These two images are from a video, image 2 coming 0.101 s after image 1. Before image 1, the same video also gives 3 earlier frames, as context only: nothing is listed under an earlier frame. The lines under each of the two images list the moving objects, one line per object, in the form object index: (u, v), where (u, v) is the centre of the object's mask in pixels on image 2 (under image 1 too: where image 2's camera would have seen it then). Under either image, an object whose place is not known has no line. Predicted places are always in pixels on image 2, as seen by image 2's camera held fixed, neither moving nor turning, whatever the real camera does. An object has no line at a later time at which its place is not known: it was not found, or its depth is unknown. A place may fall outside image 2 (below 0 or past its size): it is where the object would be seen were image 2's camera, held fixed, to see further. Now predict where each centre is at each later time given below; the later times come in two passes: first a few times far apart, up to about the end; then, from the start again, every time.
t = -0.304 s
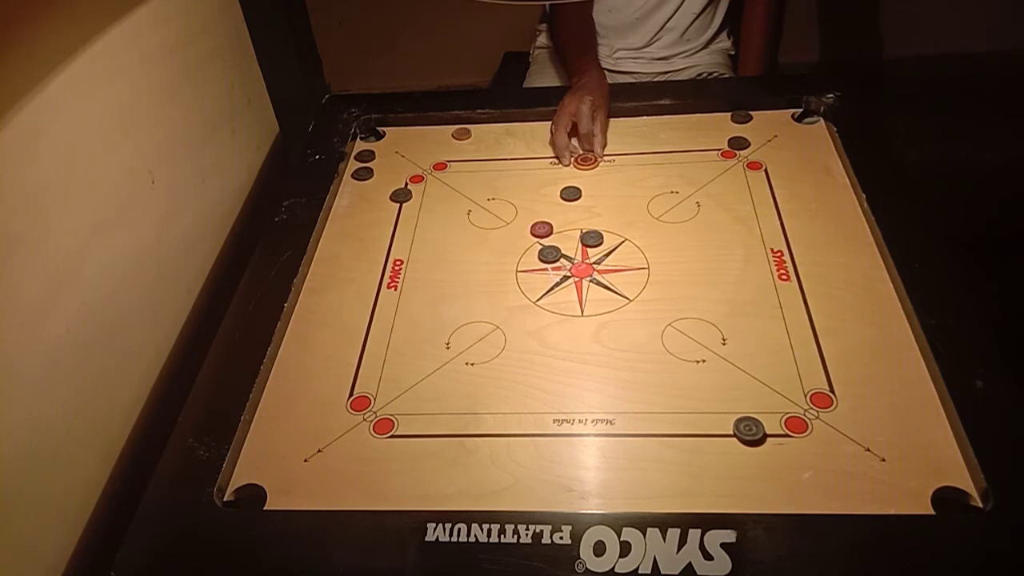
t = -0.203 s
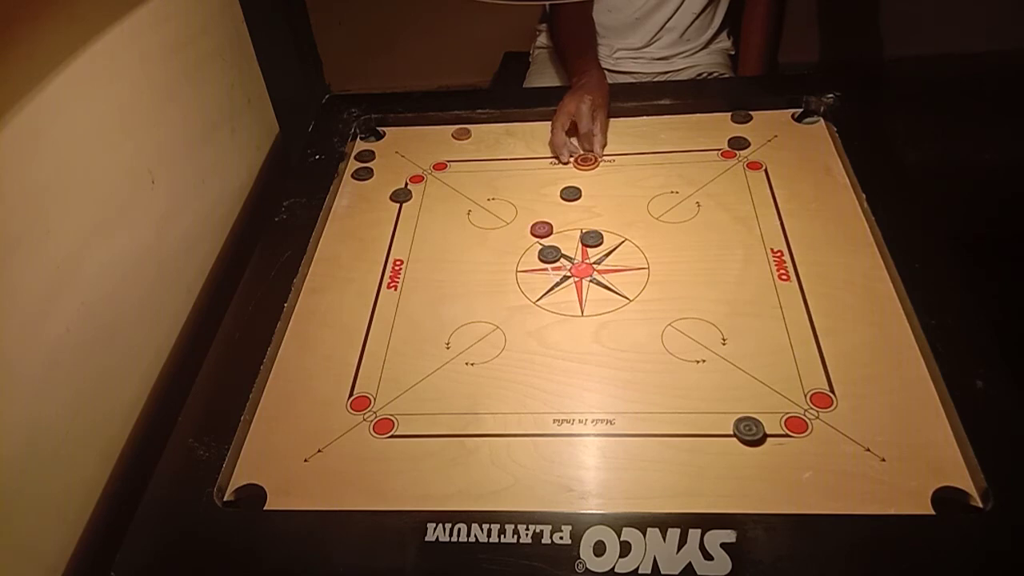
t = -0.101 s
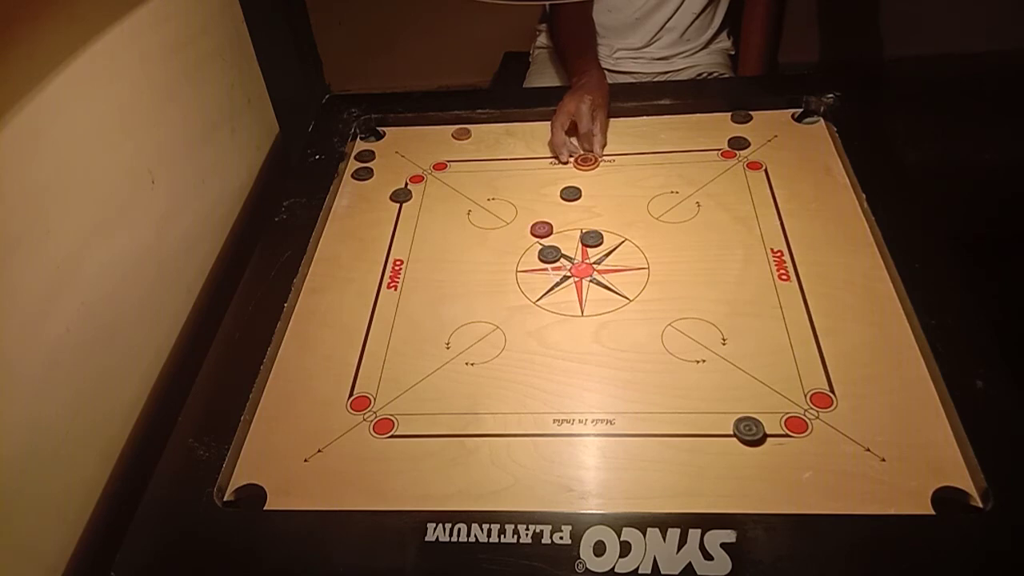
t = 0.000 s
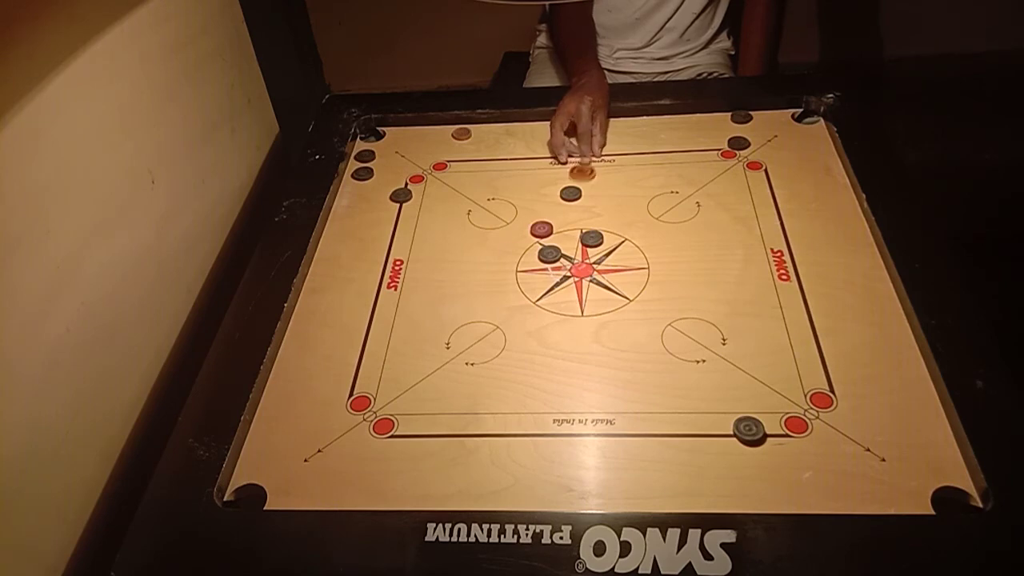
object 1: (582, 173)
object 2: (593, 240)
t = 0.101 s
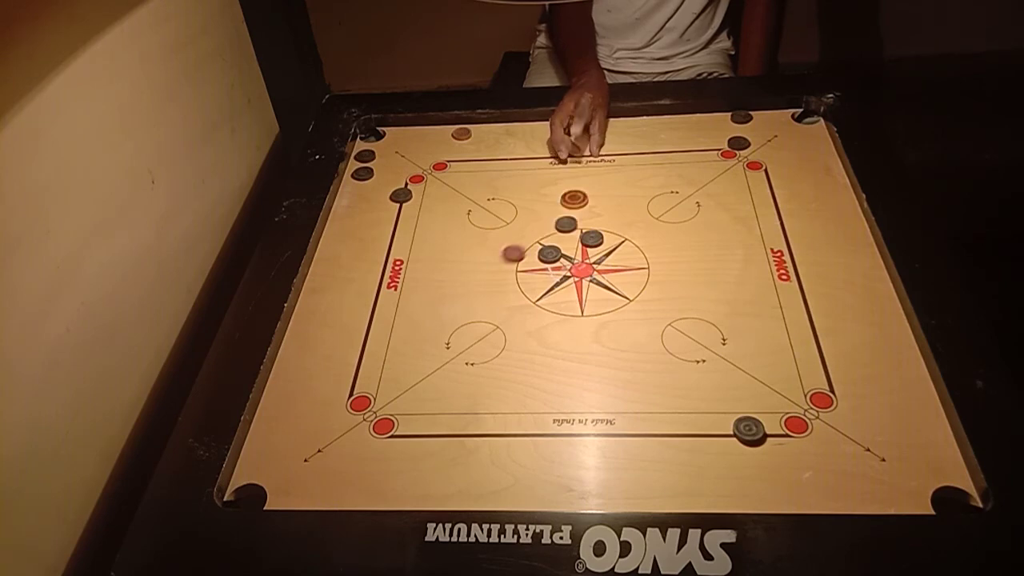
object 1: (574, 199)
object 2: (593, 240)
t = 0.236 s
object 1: (568, 219)
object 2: (603, 245)
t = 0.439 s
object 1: (565, 227)
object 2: (611, 250)
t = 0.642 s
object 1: (565, 227)
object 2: (611, 250)
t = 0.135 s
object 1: (572, 206)
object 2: (592, 239)
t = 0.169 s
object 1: (571, 212)
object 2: (595, 241)
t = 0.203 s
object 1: (569, 217)
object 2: (599, 243)
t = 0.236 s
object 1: (568, 219)
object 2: (603, 245)
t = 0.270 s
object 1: (567, 222)
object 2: (606, 247)
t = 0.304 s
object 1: (566, 224)
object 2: (608, 249)
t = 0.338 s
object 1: (566, 225)
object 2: (610, 250)
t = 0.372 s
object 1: (566, 226)
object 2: (611, 250)
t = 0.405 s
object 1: (565, 227)
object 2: (611, 250)
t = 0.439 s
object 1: (565, 227)
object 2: (611, 250)
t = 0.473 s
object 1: (565, 227)
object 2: (611, 250)
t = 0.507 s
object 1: (565, 227)
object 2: (611, 250)
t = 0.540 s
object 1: (565, 227)
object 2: (611, 250)
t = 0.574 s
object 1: (565, 227)
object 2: (611, 250)
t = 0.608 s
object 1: (565, 227)
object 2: (611, 250)
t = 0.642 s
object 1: (565, 227)
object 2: (611, 250)
